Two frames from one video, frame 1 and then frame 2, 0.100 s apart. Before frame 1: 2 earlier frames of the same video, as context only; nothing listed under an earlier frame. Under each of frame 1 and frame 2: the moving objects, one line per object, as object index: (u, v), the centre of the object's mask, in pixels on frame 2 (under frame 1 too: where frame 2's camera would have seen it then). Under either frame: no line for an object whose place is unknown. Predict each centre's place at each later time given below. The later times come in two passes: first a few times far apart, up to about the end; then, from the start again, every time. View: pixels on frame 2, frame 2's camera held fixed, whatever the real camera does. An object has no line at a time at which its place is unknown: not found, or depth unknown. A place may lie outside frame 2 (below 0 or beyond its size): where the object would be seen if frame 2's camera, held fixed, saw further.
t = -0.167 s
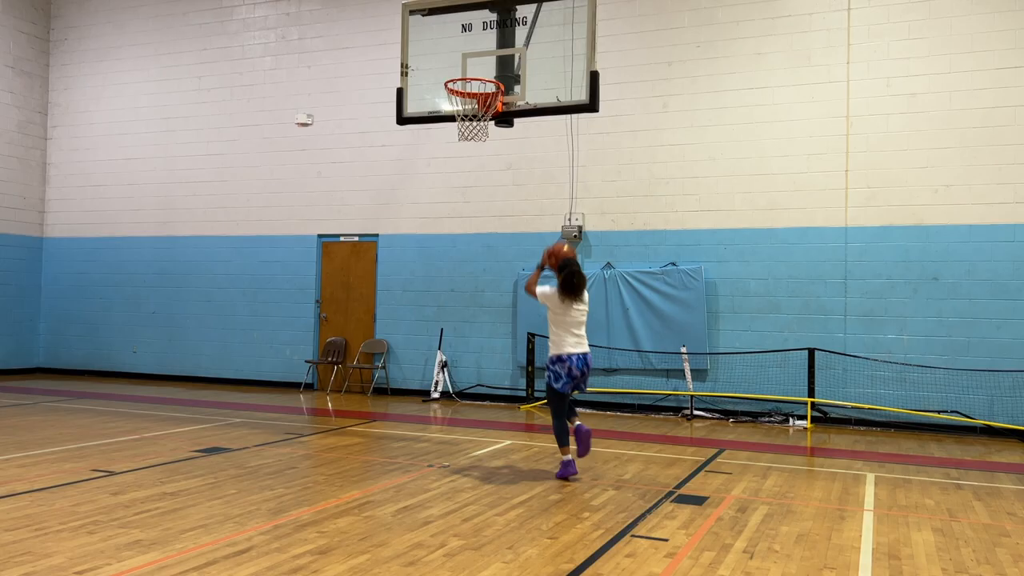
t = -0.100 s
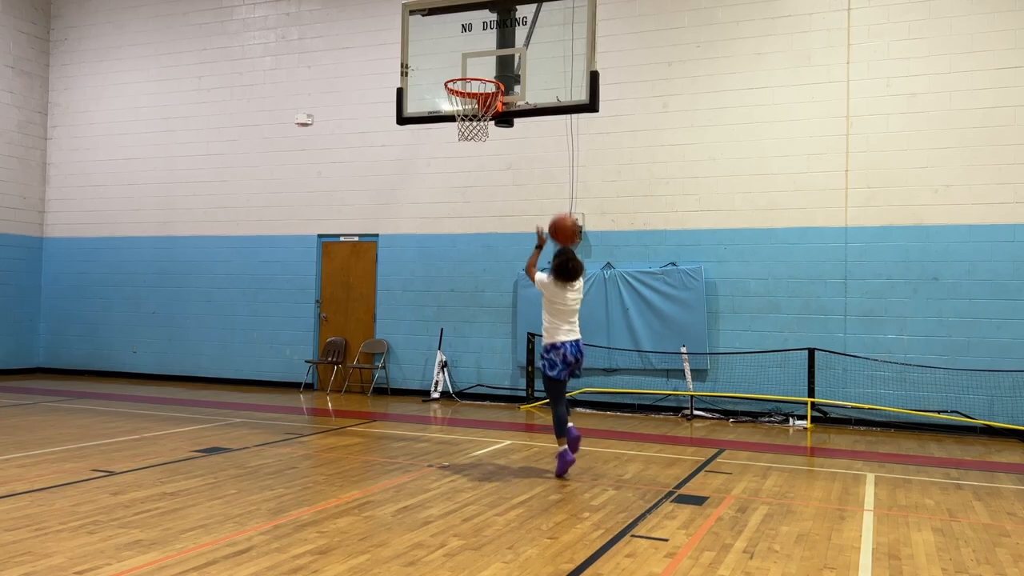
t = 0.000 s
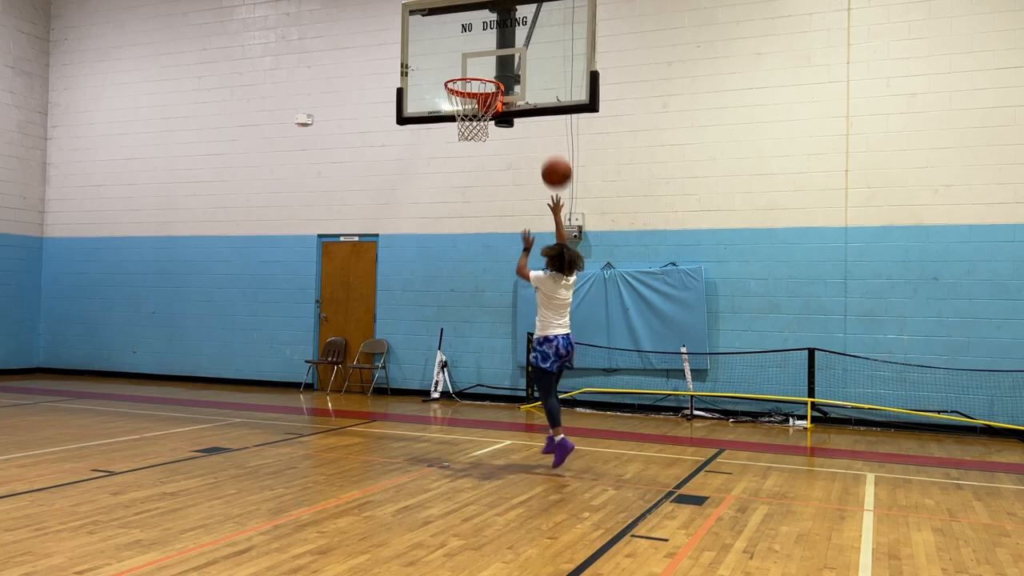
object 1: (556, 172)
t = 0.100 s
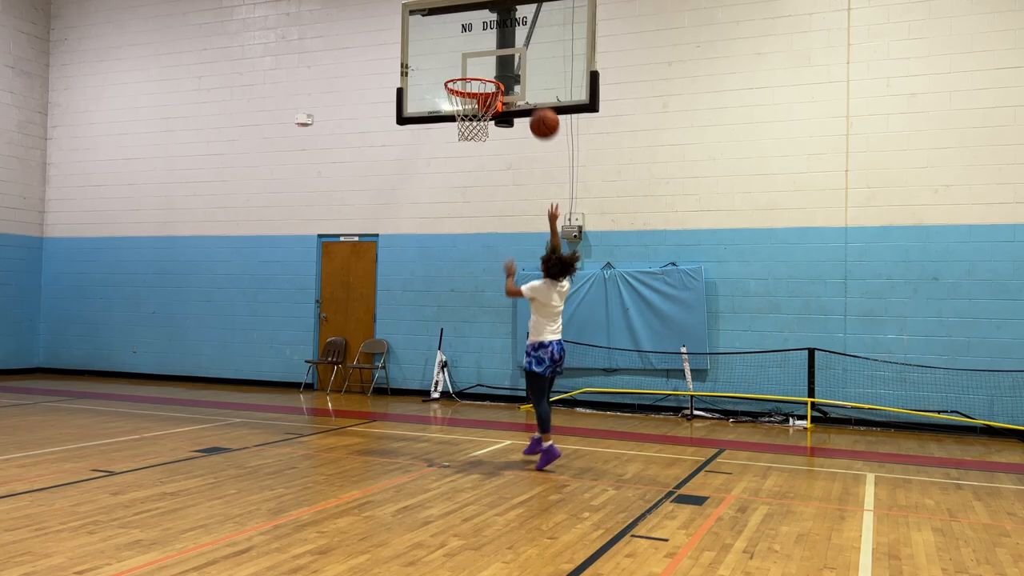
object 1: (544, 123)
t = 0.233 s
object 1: (528, 80)
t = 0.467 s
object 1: (497, 57)
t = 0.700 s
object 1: (460, 95)
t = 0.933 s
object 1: (457, 136)
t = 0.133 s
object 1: (540, 110)
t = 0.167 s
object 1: (536, 99)
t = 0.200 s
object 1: (532, 88)
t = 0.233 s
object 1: (528, 80)
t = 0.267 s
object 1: (525, 73)
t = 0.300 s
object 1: (521, 67)
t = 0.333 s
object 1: (517, 63)
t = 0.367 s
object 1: (513, 60)
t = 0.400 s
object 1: (507, 58)
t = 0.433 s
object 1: (502, 57)
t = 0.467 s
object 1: (497, 57)
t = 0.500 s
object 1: (492, 59)
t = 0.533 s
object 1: (487, 61)
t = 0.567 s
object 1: (481, 65)
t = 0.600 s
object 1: (476, 68)
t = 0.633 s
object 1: (471, 78)
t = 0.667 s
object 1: (466, 86)
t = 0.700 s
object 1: (460, 95)
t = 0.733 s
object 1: (455, 105)
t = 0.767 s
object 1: (454, 110)
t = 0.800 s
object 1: (453, 113)
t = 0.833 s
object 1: (454, 117)
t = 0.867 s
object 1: (455, 124)
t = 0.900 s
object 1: (455, 128)
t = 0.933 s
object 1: (457, 136)
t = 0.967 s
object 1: (457, 145)
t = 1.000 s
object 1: (458, 155)
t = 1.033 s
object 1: (459, 166)
